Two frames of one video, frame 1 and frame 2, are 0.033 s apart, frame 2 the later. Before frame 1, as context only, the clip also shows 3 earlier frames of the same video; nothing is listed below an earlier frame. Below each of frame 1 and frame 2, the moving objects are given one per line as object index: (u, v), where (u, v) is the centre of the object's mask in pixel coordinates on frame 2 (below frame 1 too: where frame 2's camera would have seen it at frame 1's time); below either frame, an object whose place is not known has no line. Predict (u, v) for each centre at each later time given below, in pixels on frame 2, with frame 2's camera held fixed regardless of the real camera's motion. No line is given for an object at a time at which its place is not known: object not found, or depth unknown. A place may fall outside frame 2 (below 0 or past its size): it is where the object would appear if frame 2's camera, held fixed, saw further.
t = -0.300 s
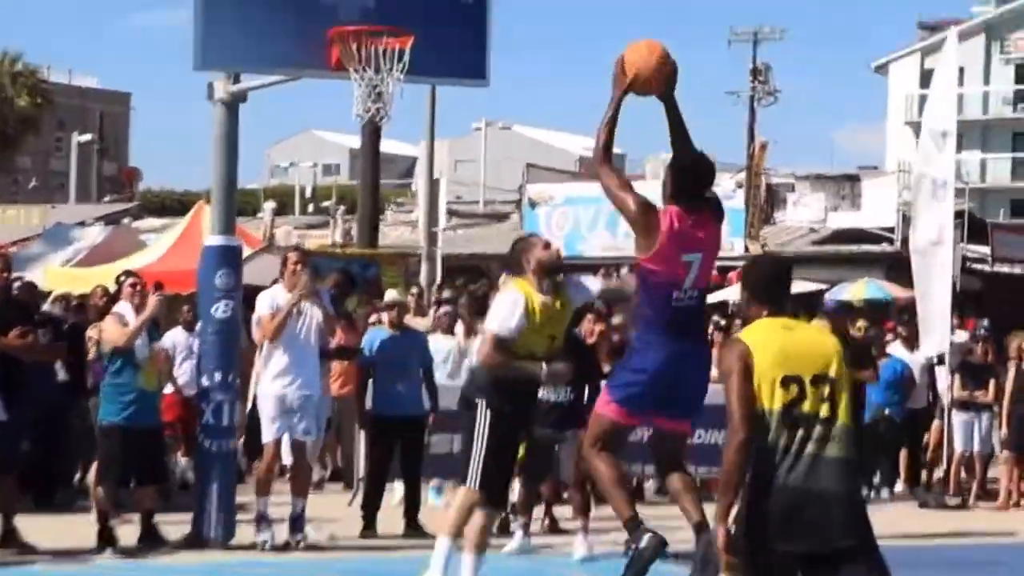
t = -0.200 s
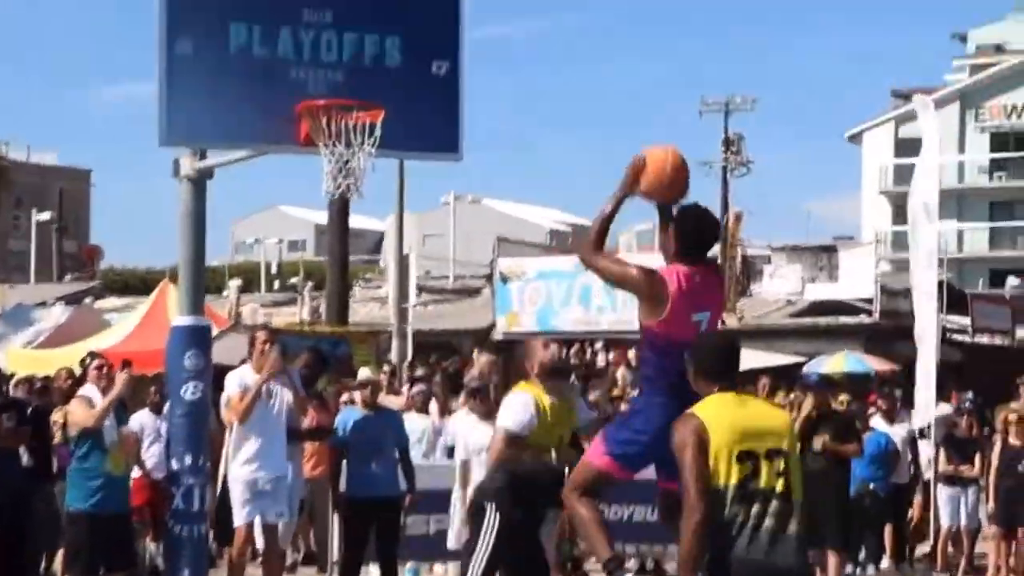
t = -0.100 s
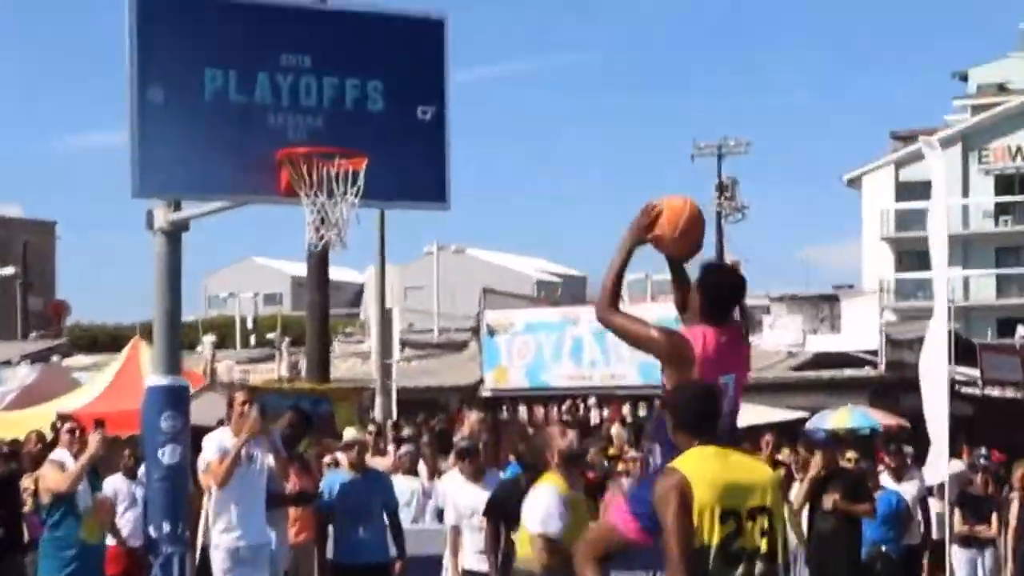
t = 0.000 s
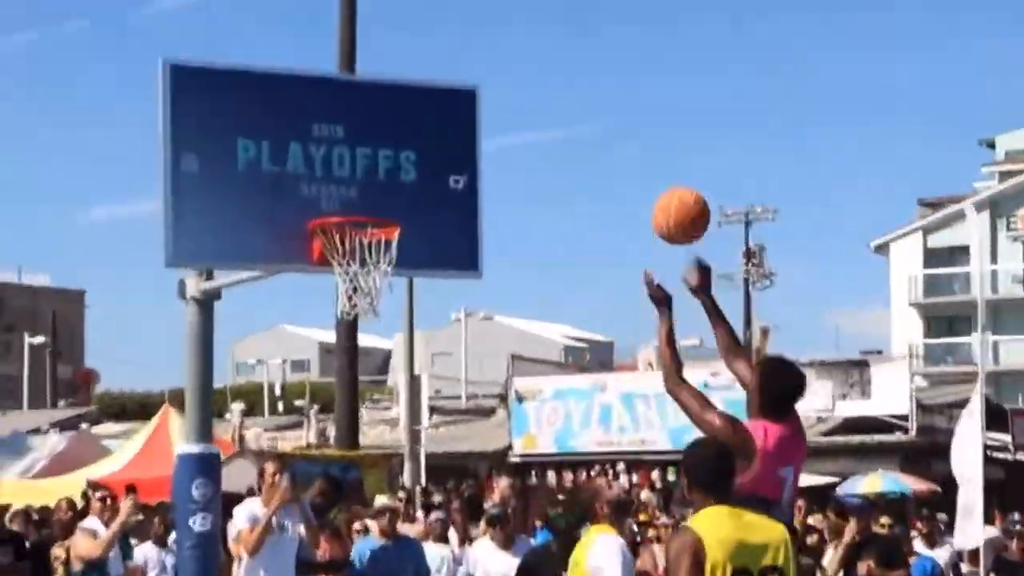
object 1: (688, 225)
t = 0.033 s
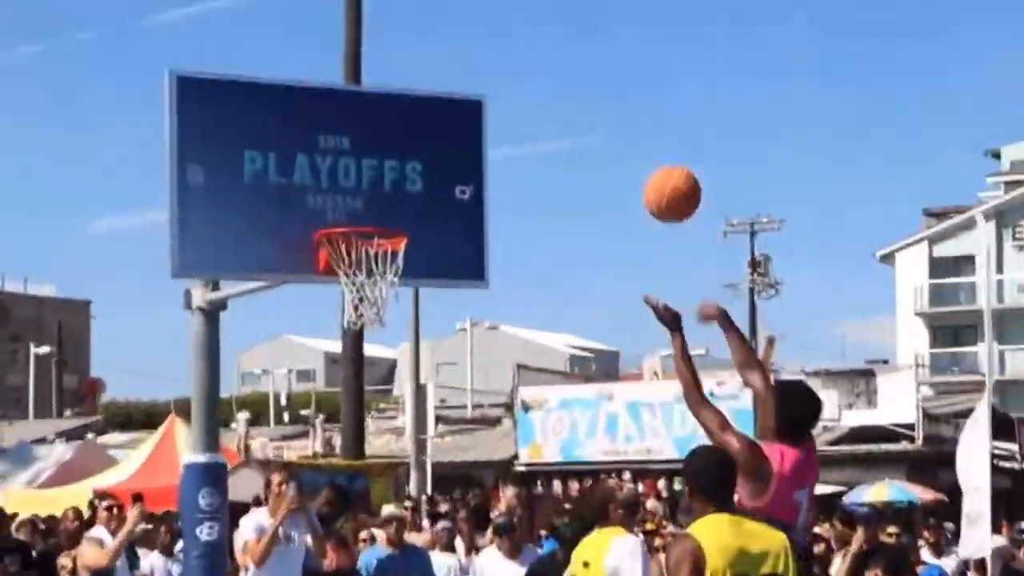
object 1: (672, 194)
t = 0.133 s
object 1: (630, 116)
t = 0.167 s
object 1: (618, 96)
